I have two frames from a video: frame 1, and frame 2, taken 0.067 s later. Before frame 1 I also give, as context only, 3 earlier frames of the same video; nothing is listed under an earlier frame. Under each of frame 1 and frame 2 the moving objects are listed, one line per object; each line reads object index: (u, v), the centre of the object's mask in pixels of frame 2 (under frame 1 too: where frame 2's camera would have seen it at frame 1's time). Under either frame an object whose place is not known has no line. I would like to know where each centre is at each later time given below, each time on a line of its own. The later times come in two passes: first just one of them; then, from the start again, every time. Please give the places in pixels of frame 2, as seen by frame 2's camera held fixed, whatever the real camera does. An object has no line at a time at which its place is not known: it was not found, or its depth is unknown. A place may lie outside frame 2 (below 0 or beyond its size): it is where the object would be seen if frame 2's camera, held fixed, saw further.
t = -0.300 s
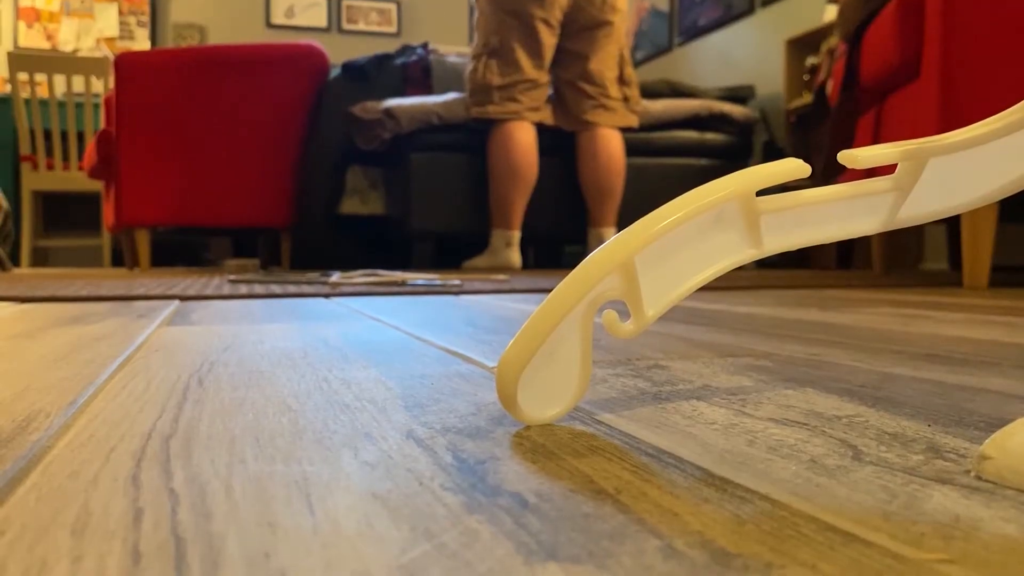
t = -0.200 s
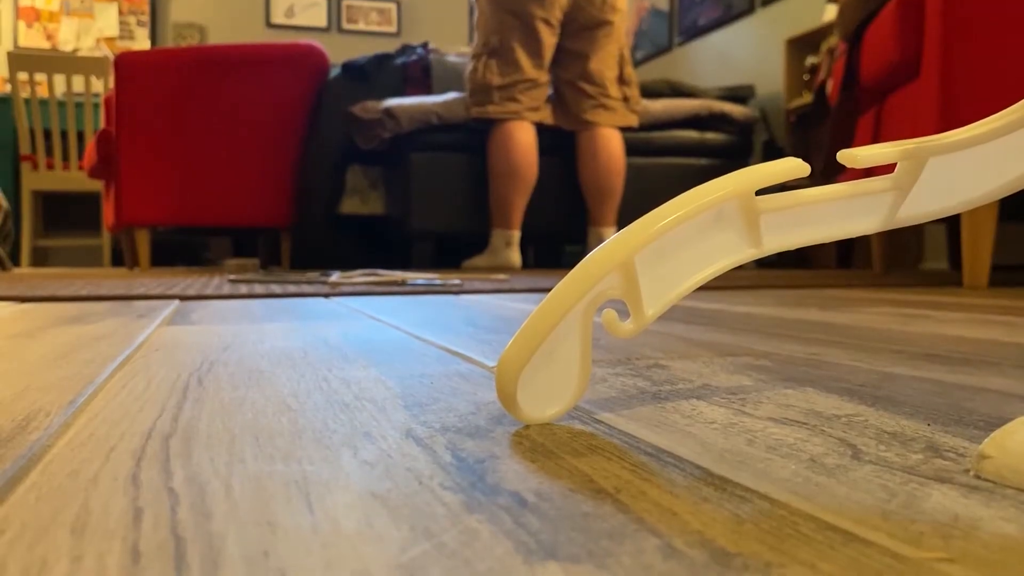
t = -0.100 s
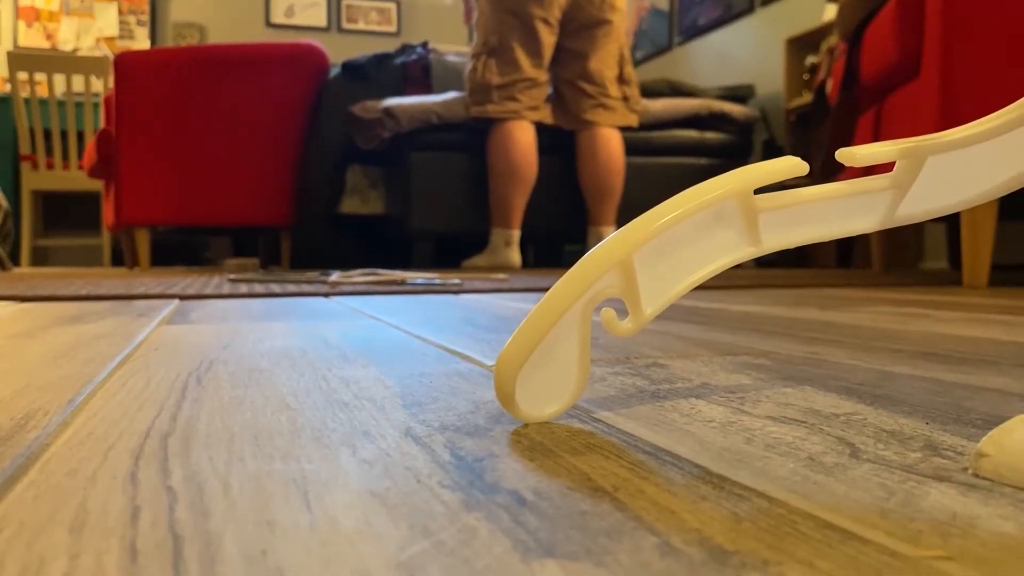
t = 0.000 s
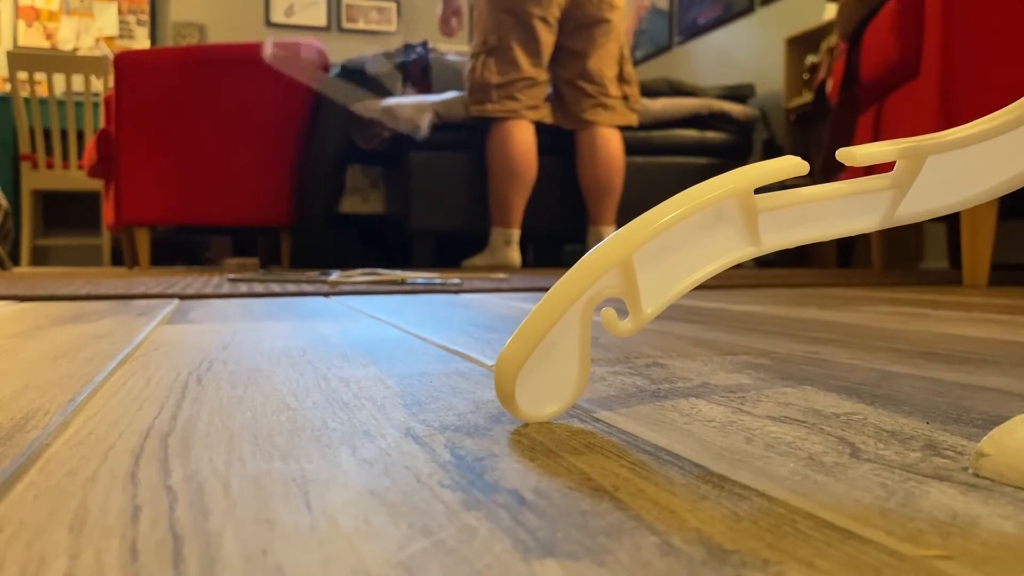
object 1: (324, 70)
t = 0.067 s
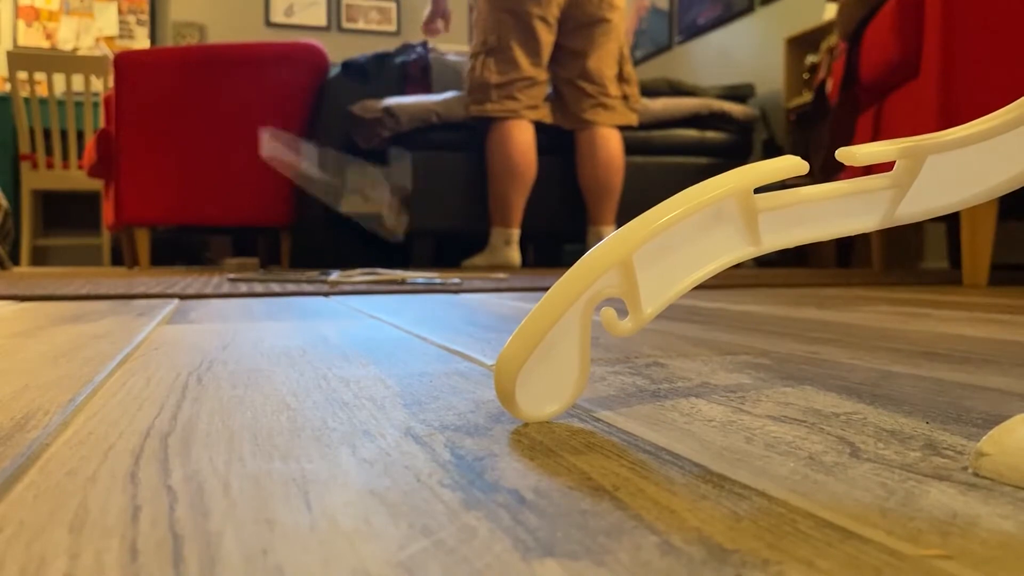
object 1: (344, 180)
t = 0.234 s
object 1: (334, 216)
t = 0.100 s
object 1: (331, 233)
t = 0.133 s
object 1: (339, 256)
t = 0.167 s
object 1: (338, 239)
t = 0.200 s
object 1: (336, 227)
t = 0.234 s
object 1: (334, 216)
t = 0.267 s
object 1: (332, 209)
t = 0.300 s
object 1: (331, 205)
